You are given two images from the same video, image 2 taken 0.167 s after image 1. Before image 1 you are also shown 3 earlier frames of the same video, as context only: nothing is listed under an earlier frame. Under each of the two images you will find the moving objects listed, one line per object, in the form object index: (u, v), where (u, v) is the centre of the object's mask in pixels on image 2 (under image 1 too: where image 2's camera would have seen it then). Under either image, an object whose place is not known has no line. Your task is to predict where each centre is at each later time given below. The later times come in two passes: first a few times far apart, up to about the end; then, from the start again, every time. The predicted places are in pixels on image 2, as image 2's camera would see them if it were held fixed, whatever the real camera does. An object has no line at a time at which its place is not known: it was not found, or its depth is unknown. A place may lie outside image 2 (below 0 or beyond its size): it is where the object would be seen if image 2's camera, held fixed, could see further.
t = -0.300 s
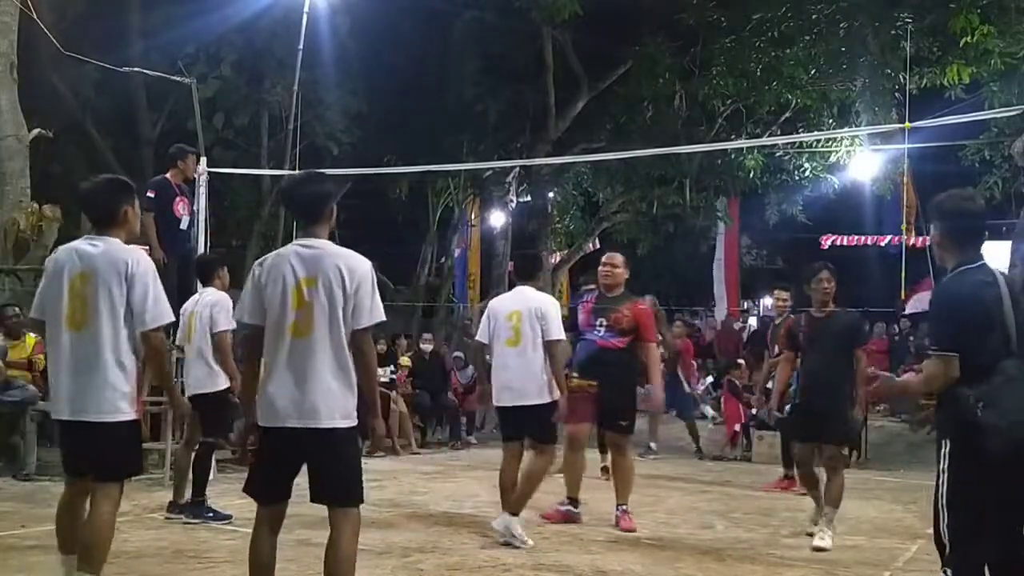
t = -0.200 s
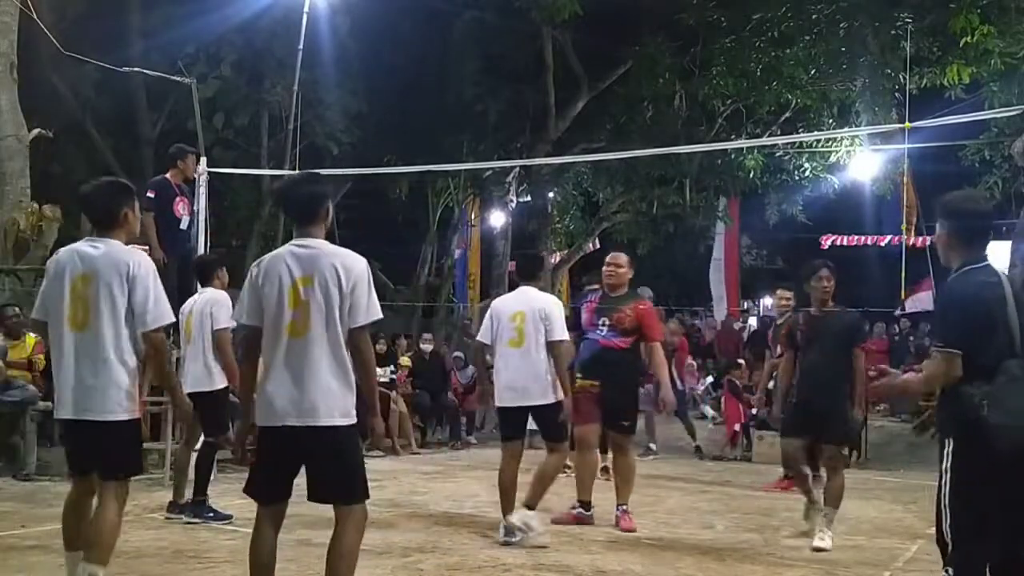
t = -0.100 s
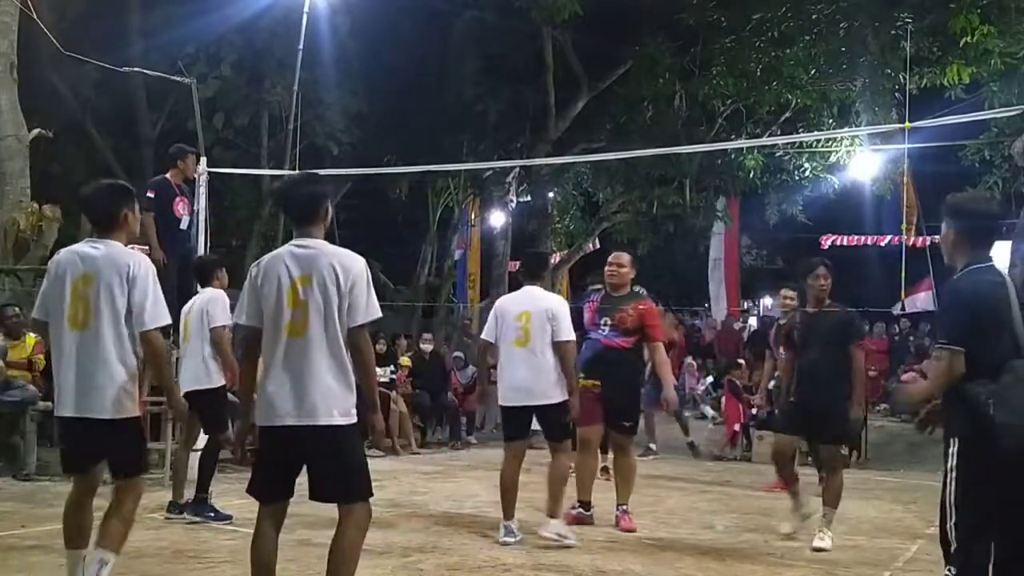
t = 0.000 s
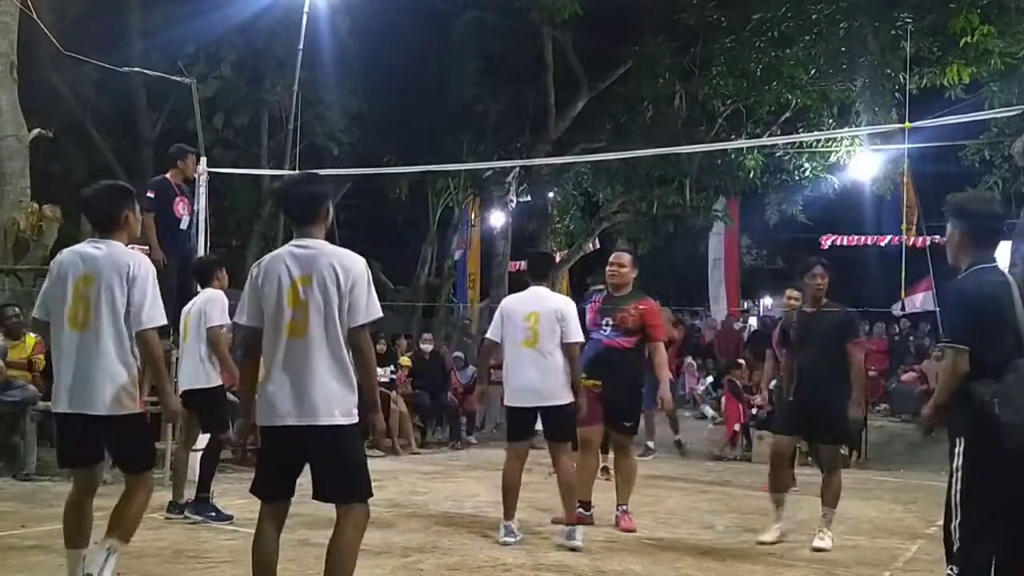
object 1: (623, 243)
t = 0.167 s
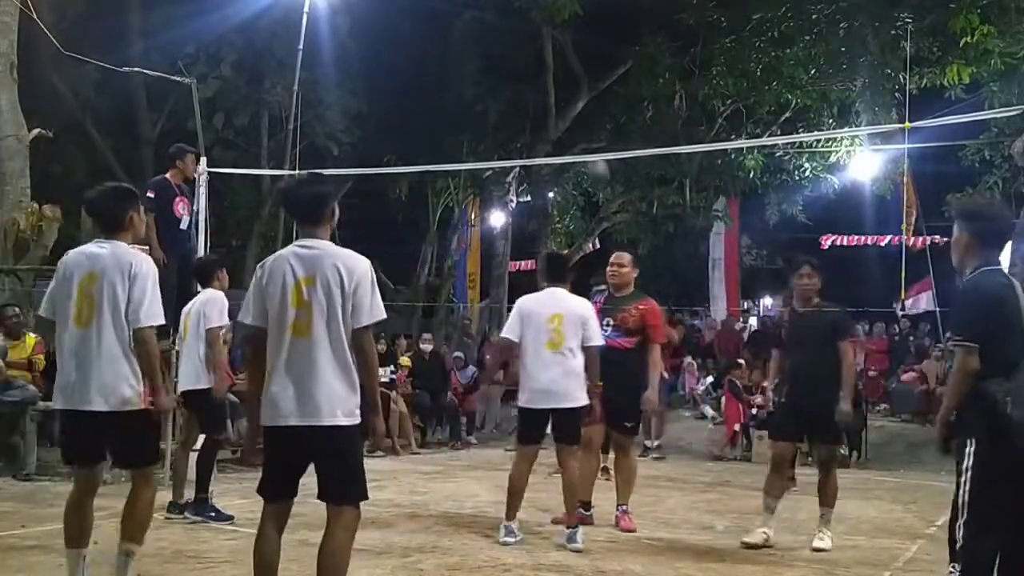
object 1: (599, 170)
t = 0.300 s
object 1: (575, 108)
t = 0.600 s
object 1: (528, 20)
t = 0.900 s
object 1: (472, 14)
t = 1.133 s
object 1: (416, 91)
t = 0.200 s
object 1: (590, 146)
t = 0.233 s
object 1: (587, 136)
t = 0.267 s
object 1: (581, 123)
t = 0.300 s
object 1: (575, 108)
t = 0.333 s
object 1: (570, 94)
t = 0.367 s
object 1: (565, 83)
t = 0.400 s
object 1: (560, 71)
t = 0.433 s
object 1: (554, 59)
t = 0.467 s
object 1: (548, 50)
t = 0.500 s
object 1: (543, 41)
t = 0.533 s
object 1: (538, 33)
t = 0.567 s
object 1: (533, 25)
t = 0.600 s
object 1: (528, 20)
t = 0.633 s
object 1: (522, 14)
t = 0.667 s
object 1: (517, 11)
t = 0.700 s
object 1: (512, 10)
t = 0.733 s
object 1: (504, 9)
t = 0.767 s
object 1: (498, 8)
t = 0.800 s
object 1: (493, 9)
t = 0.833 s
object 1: (486, 10)
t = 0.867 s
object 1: (479, 11)
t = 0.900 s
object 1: (472, 14)
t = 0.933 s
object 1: (465, 20)
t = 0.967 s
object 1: (457, 27)
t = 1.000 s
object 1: (451, 34)
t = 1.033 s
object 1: (442, 46)
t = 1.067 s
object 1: (434, 58)
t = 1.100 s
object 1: (426, 73)
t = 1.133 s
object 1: (416, 91)
